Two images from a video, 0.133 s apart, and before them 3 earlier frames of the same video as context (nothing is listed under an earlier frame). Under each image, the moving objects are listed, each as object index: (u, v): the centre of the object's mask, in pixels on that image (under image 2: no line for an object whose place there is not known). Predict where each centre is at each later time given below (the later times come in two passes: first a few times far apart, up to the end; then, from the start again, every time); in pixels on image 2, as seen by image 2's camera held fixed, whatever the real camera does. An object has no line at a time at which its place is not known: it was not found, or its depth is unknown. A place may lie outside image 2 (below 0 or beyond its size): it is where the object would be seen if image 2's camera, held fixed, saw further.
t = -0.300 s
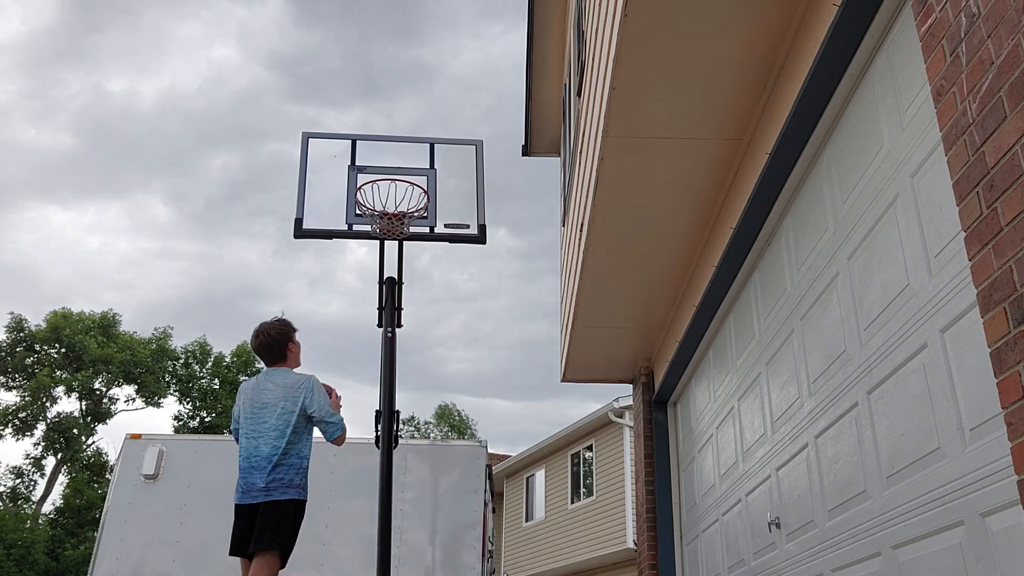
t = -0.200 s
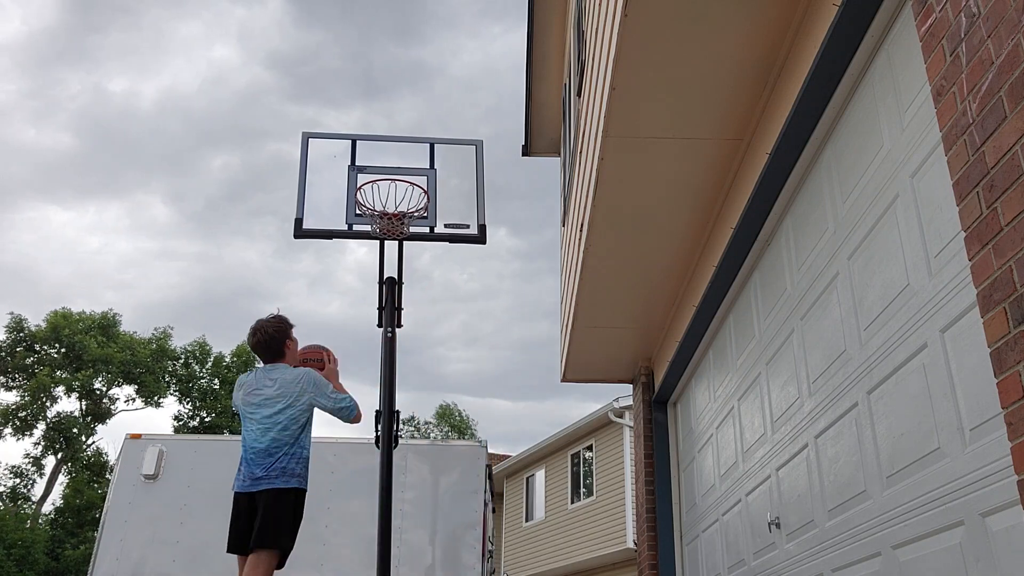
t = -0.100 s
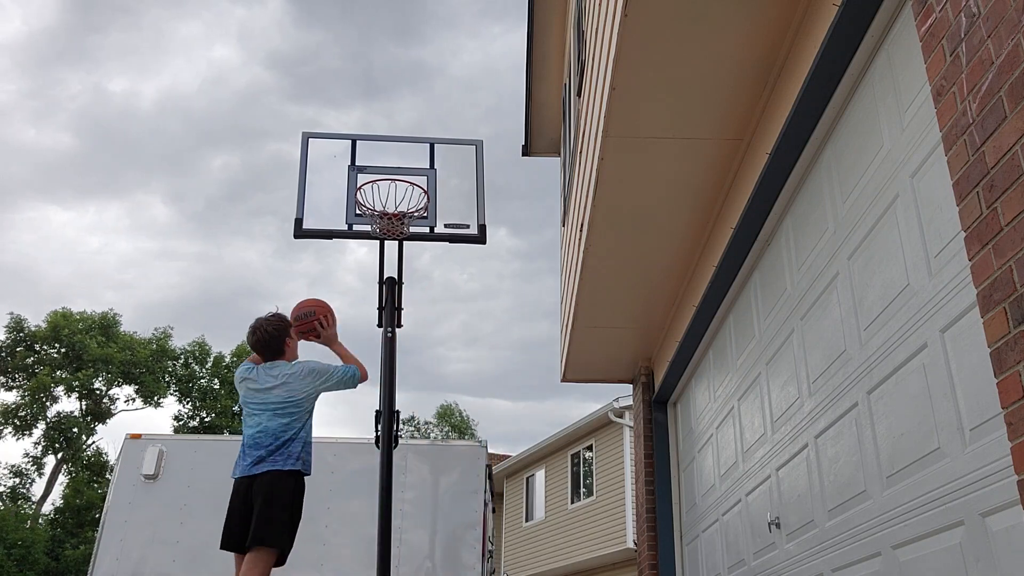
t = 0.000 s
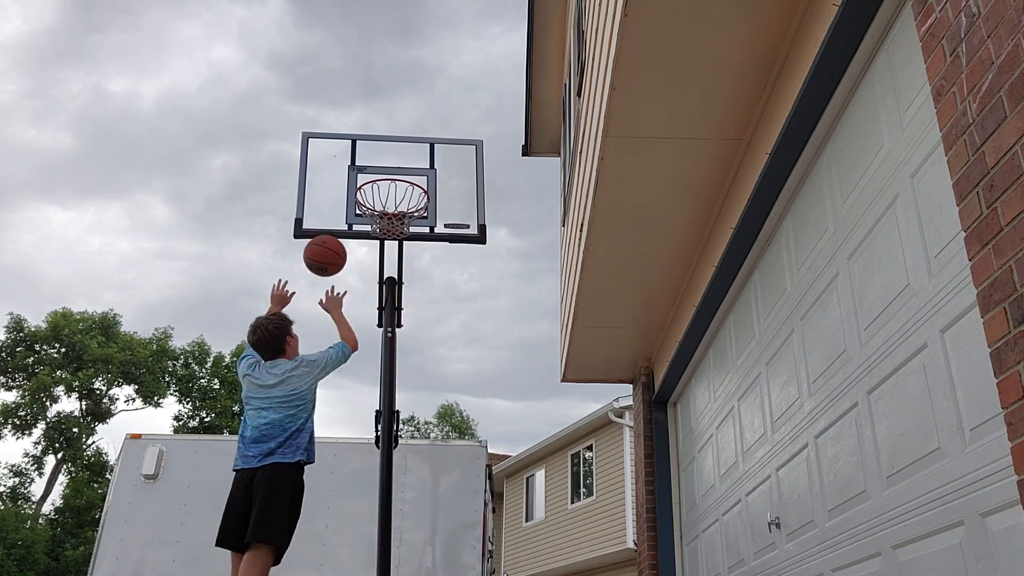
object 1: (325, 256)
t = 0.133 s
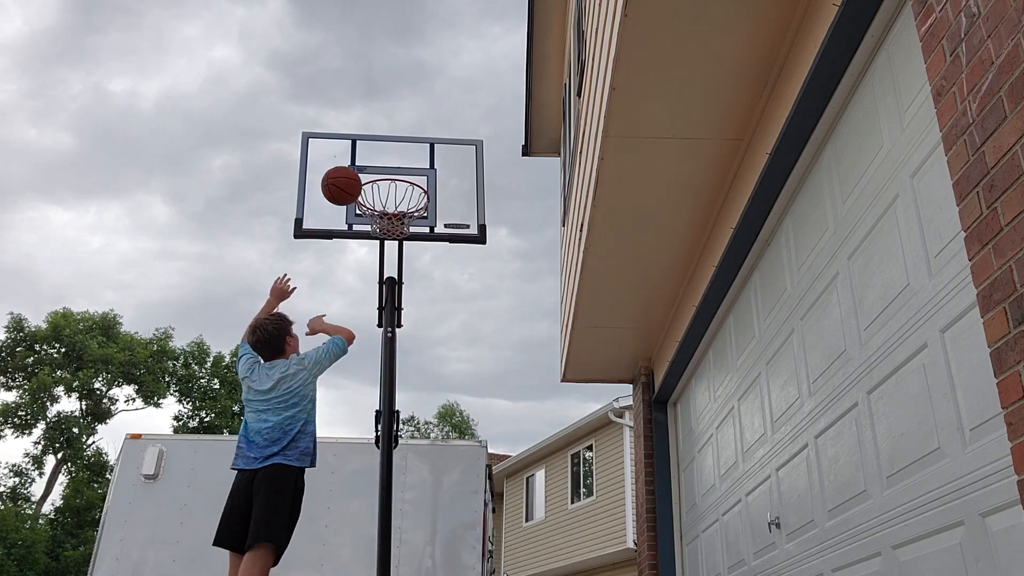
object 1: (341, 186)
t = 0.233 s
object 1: (351, 153)
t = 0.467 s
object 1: (366, 133)
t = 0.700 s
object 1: (373, 166)
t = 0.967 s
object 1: (380, 163)
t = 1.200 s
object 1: (380, 157)
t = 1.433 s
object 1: (372, 219)
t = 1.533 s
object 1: (365, 274)
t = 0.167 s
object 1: (345, 173)
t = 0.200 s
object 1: (348, 162)
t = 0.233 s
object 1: (351, 153)
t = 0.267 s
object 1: (354, 146)
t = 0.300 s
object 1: (357, 140)
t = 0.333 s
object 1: (359, 136)
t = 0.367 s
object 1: (361, 133)
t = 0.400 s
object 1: (363, 132)
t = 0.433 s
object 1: (364, 132)
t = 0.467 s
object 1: (366, 133)
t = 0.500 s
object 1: (367, 135)
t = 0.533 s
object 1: (368, 139)
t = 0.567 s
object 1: (369, 144)
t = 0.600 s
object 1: (370, 151)
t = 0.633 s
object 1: (371, 159)
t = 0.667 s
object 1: (372, 167)
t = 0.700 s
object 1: (373, 166)
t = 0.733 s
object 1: (374, 165)
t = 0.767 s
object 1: (376, 161)
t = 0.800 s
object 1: (377, 158)
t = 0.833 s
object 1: (378, 156)
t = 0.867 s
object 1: (378, 156)
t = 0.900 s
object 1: (379, 157)
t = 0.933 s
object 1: (380, 159)
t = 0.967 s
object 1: (380, 163)
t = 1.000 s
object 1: (381, 161)
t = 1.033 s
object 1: (381, 160)
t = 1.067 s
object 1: (381, 157)
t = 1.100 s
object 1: (381, 155)
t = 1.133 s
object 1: (381, 155)
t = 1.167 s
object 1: (381, 155)
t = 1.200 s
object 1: (380, 157)
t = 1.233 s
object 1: (380, 161)
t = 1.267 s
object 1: (379, 166)
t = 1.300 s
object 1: (378, 173)
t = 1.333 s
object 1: (377, 182)
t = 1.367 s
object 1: (375, 193)
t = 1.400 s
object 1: (374, 204)
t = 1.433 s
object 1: (372, 219)
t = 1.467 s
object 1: (370, 235)
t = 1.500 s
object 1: (368, 253)
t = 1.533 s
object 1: (365, 274)
